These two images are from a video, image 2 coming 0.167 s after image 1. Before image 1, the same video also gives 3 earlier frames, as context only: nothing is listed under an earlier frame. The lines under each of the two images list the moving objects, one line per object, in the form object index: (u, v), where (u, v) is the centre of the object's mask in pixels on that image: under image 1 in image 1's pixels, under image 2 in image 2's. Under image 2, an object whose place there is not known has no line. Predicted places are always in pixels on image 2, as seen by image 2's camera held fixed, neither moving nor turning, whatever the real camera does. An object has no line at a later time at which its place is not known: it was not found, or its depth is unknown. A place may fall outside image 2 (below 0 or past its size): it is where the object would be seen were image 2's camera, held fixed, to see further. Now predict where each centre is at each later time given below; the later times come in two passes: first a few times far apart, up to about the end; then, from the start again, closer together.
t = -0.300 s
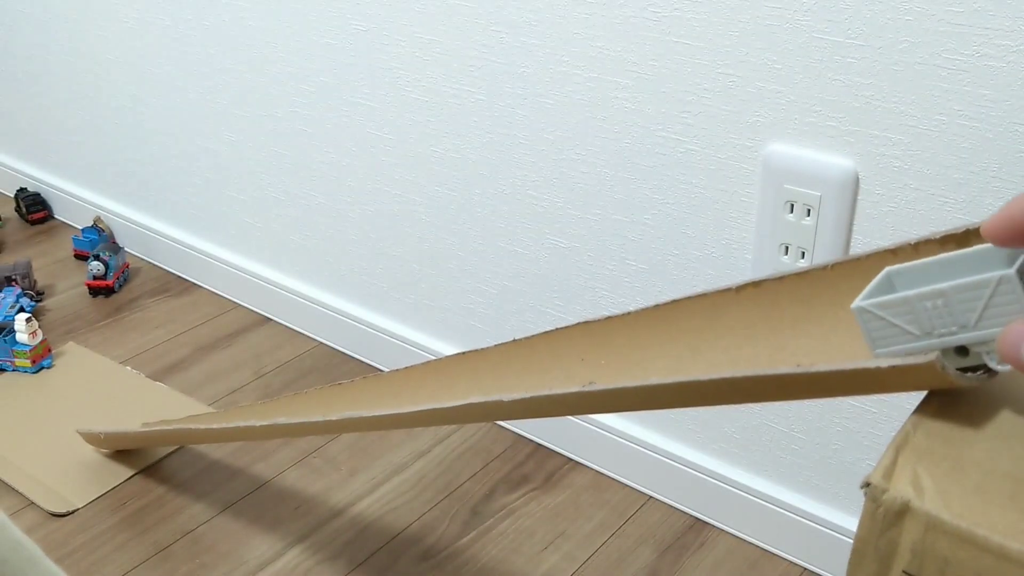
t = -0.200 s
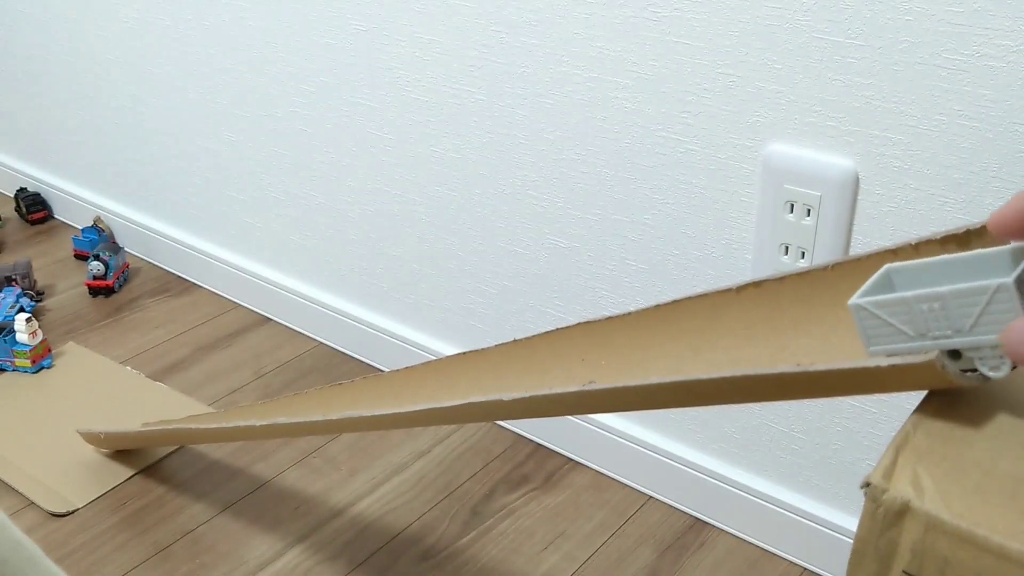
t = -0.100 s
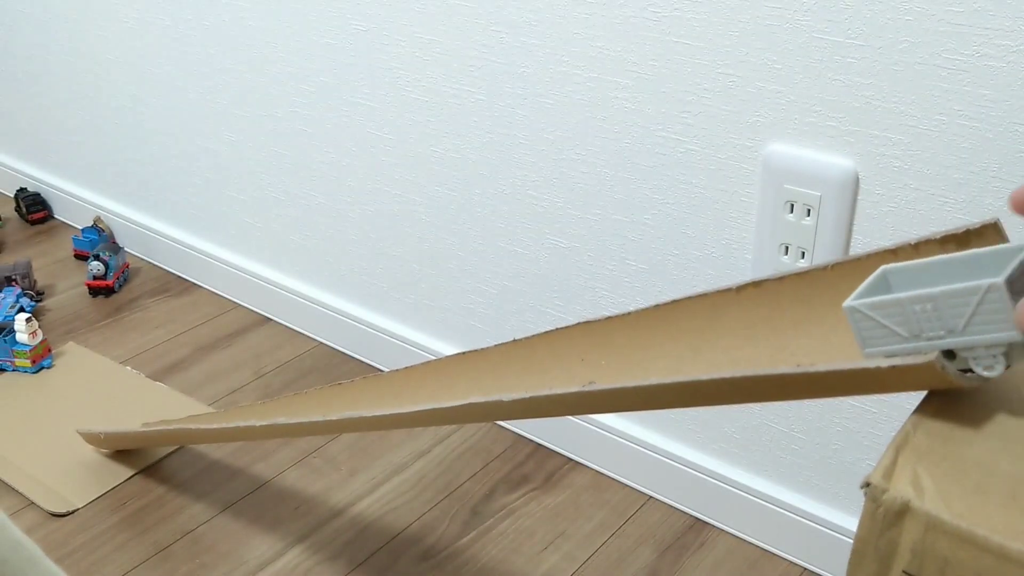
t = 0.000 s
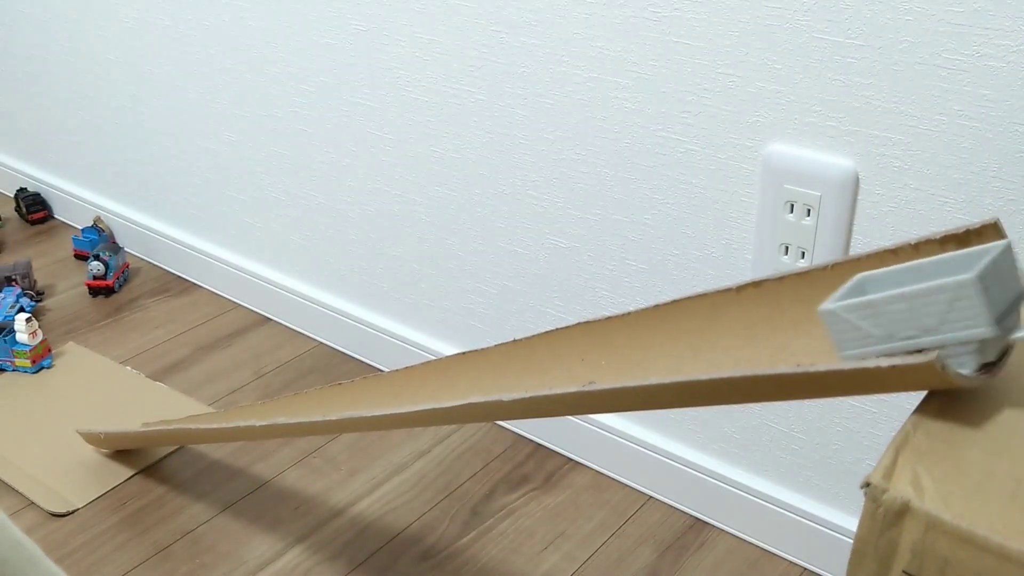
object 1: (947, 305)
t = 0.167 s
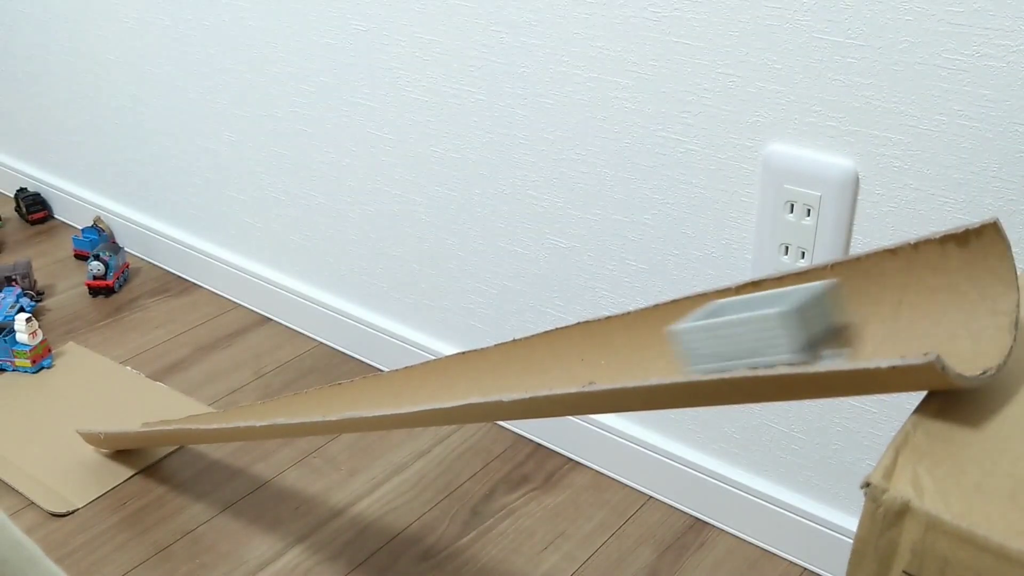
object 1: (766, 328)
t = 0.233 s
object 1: (674, 341)
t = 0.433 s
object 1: (418, 381)
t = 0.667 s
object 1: (201, 409)
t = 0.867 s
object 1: (78, 391)
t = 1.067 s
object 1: (31, 364)
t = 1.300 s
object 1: (30, 364)
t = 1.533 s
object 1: (30, 364)
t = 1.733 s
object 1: (29, 364)
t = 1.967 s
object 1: (29, 364)
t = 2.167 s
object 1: (30, 363)
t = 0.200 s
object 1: (721, 334)
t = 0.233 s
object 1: (674, 341)
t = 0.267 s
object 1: (628, 347)
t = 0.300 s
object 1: (581, 354)
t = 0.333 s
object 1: (536, 361)
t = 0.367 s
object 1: (494, 368)
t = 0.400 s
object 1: (455, 374)
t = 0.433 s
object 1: (418, 381)
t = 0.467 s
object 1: (380, 385)
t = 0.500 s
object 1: (345, 390)
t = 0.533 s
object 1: (313, 394)
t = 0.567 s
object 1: (284, 398)
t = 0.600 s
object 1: (253, 402)
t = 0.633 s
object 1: (225, 406)
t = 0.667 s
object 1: (201, 409)
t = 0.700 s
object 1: (175, 411)
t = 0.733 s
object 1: (152, 415)
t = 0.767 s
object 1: (133, 417)
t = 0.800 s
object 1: (114, 415)
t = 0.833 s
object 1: (95, 405)
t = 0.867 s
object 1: (78, 391)
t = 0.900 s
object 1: (60, 380)
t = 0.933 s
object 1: (46, 370)
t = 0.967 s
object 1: (38, 366)
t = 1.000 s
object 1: (34, 365)
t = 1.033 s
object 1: (32, 365)
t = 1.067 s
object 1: (31, 364)
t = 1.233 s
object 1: (30, 364)
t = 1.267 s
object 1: (30, 364)
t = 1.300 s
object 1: (30, 364)
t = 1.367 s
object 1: (30, 364)
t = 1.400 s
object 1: (30, 364)
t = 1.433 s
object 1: (30, 364)
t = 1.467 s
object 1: (30, 364)
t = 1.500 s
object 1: (30, 364)
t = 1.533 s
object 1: (30, 364)
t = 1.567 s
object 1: (30, 364)
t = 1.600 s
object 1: (30, 364)
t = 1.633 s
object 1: (30, 364)
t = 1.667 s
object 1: (30, 364)
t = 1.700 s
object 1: (30, 364)
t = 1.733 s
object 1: (29, 364)
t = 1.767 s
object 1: (29, 364)
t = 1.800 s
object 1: (29, 364)
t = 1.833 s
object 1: (29, 364)
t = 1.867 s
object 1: (29, 364)
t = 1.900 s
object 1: (29, 364)
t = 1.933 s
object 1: (29, 364)
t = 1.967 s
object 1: (29, 364)
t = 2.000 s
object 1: (29, 364)
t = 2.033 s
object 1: (29, 364)
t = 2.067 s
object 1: (29, 364)
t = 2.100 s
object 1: (29, 364)
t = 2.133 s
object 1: (29, 364)
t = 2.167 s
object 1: (30, 363)
